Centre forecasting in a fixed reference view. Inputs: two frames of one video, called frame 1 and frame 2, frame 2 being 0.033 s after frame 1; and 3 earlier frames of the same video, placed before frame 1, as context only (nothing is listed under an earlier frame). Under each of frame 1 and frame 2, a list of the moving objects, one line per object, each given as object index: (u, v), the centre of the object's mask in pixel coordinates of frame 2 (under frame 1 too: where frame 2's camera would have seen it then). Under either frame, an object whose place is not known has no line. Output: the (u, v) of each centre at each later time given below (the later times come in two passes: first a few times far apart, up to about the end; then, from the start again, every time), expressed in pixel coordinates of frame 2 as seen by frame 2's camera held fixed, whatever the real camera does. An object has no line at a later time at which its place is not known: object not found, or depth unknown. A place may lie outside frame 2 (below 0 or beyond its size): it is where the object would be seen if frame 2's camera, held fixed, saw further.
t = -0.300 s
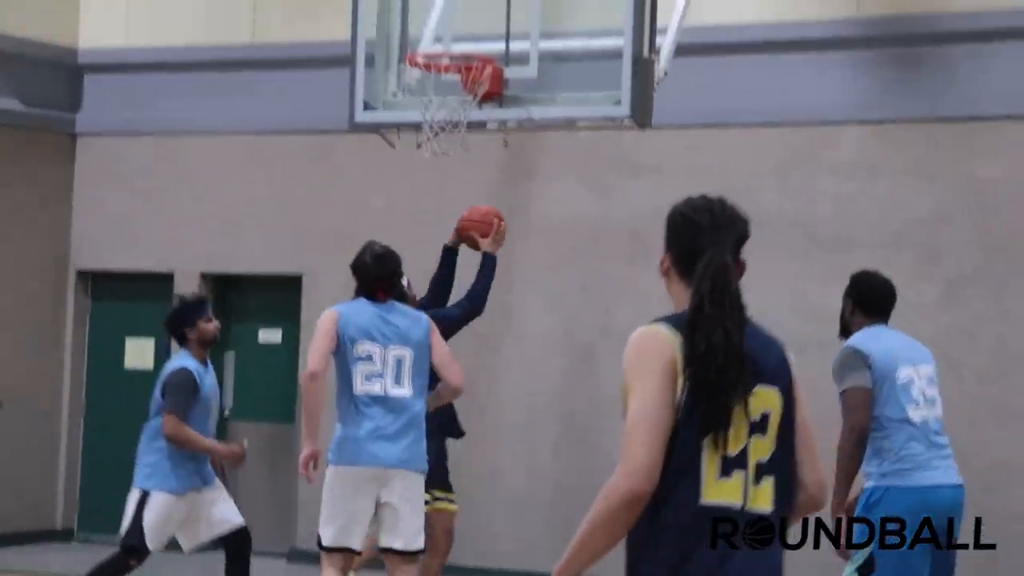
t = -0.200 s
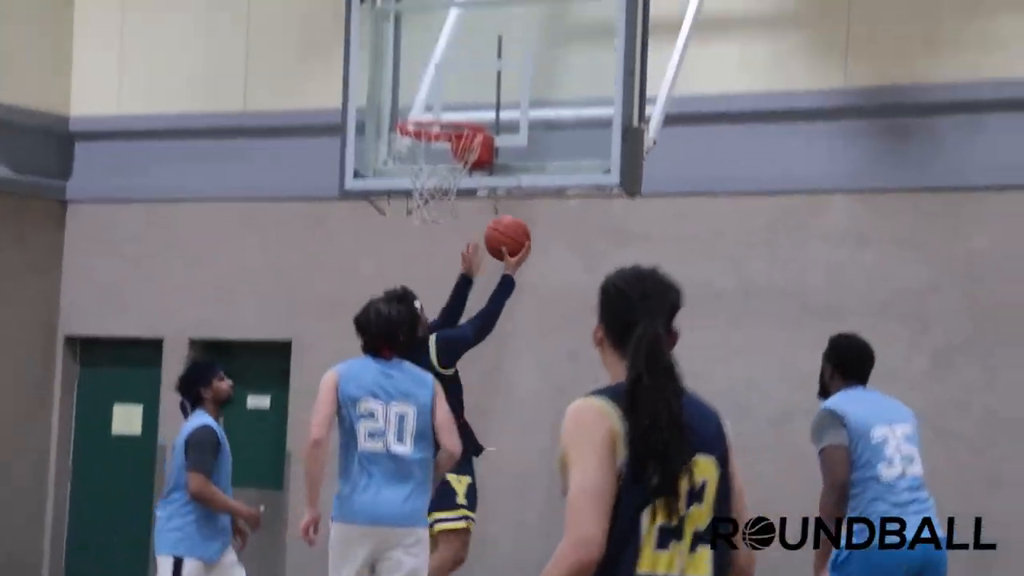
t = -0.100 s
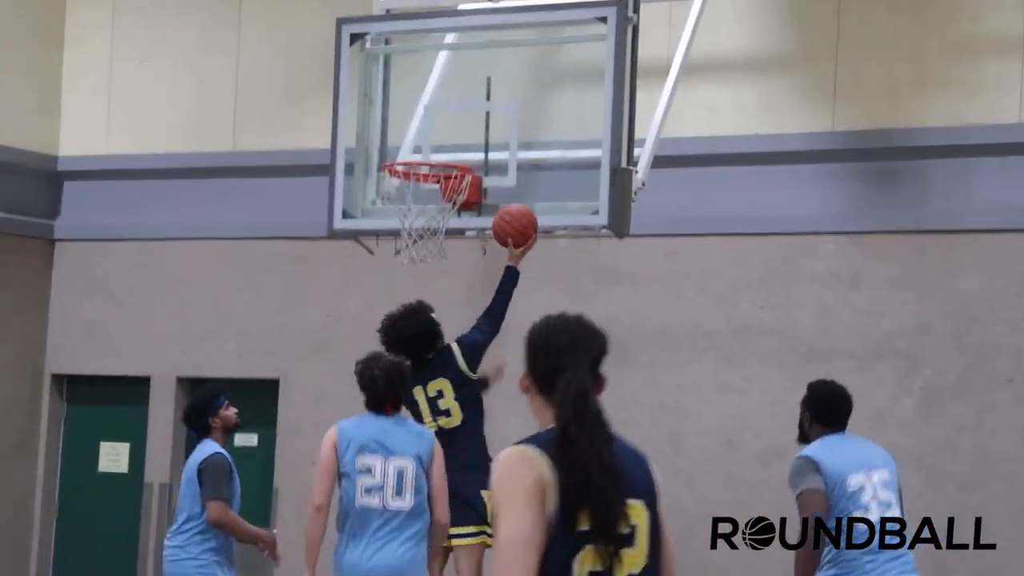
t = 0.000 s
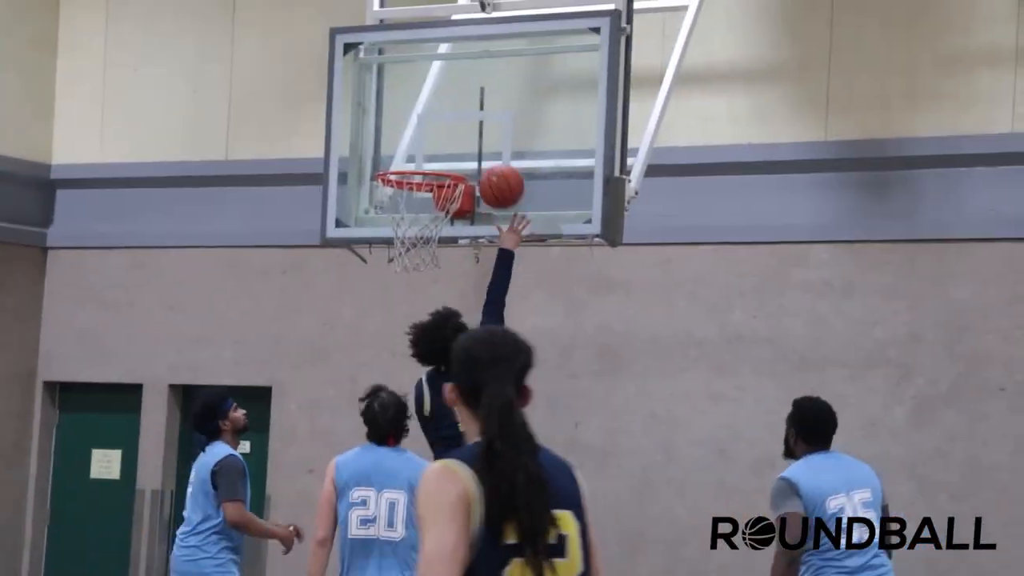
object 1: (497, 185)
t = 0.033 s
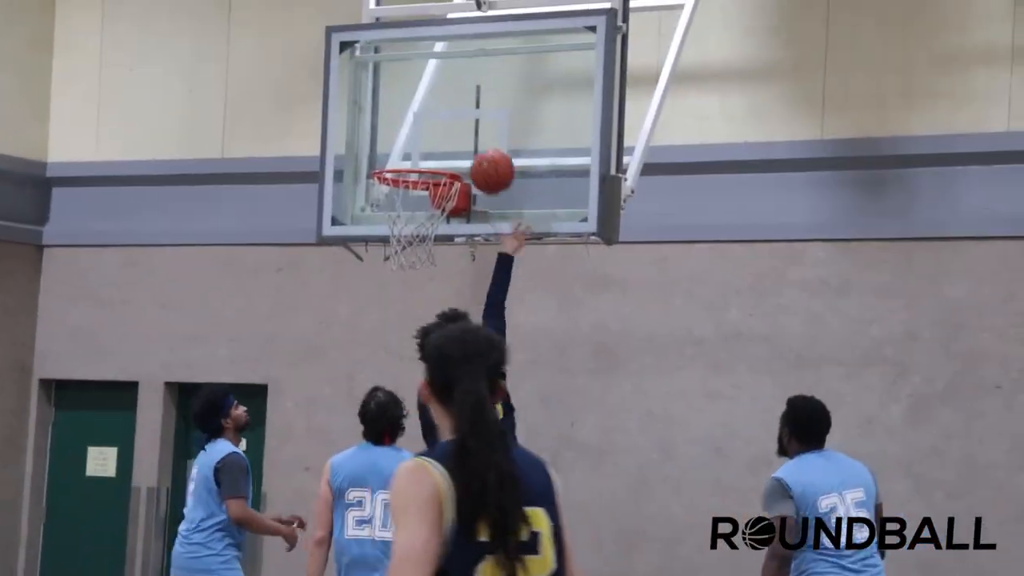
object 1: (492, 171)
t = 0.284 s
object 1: (451, 140)
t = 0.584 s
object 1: (410, 146)
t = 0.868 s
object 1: (406, 188)
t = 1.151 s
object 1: (443, 252)
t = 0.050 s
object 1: (490, 166)
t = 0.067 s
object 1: (487, 161)
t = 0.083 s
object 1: (484, 157)
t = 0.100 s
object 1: (482, 152)
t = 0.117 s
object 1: (479, 149)
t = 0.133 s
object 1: (476, 146)
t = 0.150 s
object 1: (474, 143)
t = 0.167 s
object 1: (471, 141)
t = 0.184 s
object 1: (468, 140)
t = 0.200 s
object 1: (465, 138)
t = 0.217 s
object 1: (463, 138)
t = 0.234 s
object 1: (460, 137)
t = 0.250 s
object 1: (457, 138)
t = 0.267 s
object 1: (454, 139)
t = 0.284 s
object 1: (451, 140)
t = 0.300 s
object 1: (449, 142)
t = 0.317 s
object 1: (446, 144)
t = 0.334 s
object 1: (443, 146)
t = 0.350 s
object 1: (439, 148)
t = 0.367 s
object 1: (436, 150)
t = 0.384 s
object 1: (432, 152)
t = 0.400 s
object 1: (429, 153)
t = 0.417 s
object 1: (426, 155)
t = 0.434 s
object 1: (424, 153)
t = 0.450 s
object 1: (423, 151)
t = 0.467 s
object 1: (421, 150)
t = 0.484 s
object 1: (419, 148)
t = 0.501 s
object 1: (418, 147)
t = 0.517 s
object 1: (416, 146)
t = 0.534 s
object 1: (415, 145)
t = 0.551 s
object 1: (413, 145)
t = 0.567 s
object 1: (412, 145)
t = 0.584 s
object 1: (410, 146)
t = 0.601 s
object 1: (408, 147)
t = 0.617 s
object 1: (406, 148)
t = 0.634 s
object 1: (405, 150)
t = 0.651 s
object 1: (402, 152)
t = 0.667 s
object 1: (401, 154)
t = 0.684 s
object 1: (399, 156)
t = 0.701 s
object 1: (398, 157)
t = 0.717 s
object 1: (399, 156)
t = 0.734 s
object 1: (399, 157)
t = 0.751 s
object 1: (400, 157)
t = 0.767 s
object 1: (399, 158)
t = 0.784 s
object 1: (400, 159)
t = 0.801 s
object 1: (400, 160)
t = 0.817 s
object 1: (401, 175)
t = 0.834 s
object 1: (401, 178)
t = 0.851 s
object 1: (403, 182)
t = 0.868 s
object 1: (406, 188)
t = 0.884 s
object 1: (409, 191)
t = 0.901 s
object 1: (410, 192)
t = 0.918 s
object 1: (413, 196)
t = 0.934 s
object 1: (417, 200)
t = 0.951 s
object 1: (420, 205)
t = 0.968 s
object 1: (421, 211)
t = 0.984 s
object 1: (425, 215)
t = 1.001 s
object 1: (427, 218)
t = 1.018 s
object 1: (429, 221)
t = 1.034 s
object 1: (432, 224)
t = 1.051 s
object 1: (434, 228)
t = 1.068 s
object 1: (435, 232)
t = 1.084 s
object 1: (437, 235)
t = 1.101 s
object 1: (440, 239)
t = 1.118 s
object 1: (441, 242)
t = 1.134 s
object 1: (443, 248)
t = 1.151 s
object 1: (443, 252)
